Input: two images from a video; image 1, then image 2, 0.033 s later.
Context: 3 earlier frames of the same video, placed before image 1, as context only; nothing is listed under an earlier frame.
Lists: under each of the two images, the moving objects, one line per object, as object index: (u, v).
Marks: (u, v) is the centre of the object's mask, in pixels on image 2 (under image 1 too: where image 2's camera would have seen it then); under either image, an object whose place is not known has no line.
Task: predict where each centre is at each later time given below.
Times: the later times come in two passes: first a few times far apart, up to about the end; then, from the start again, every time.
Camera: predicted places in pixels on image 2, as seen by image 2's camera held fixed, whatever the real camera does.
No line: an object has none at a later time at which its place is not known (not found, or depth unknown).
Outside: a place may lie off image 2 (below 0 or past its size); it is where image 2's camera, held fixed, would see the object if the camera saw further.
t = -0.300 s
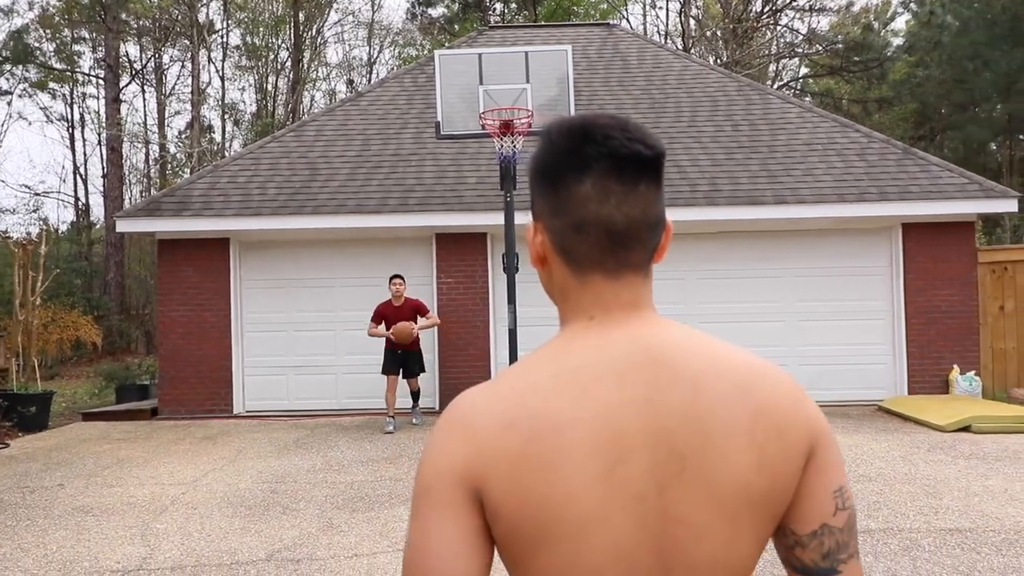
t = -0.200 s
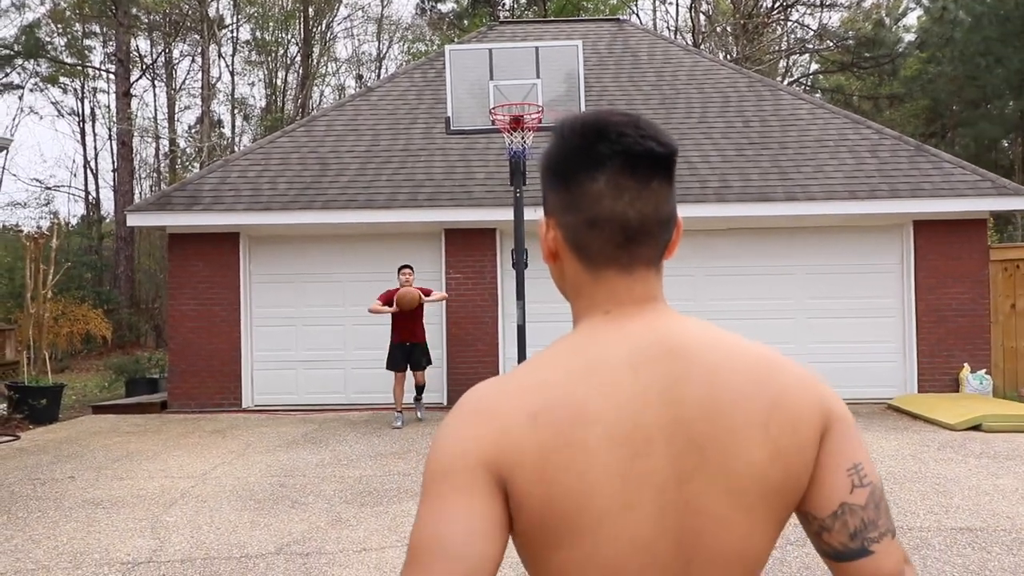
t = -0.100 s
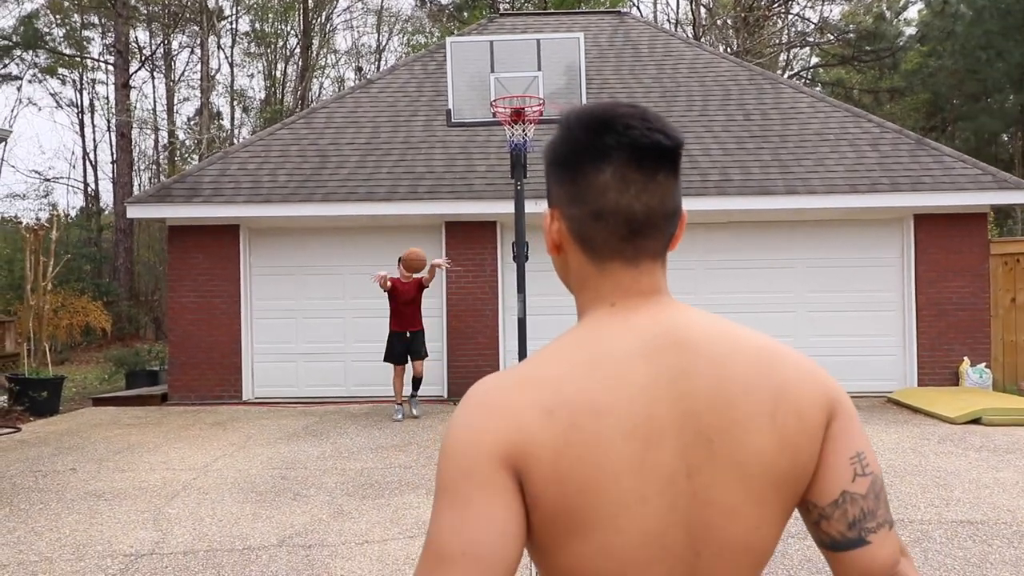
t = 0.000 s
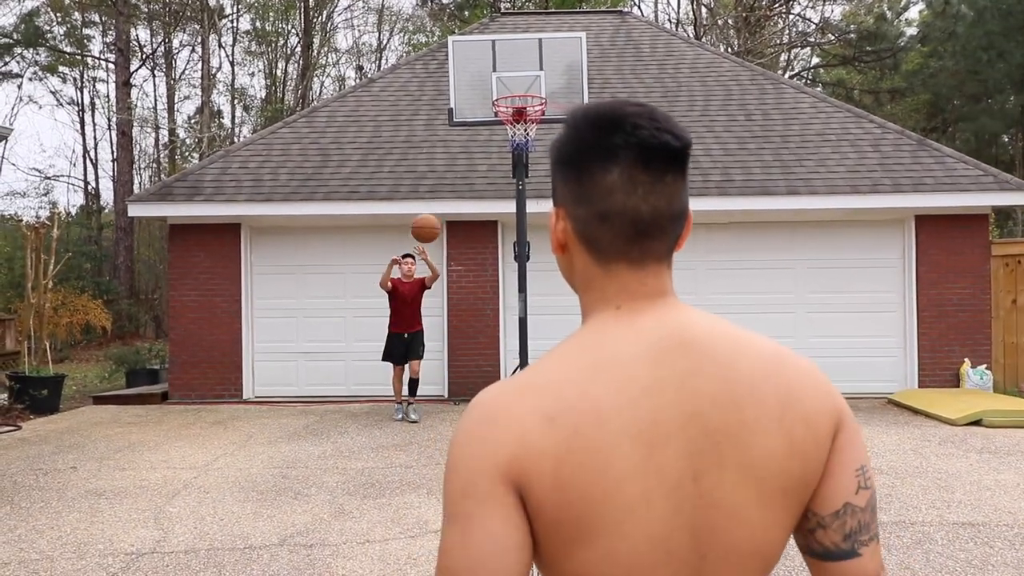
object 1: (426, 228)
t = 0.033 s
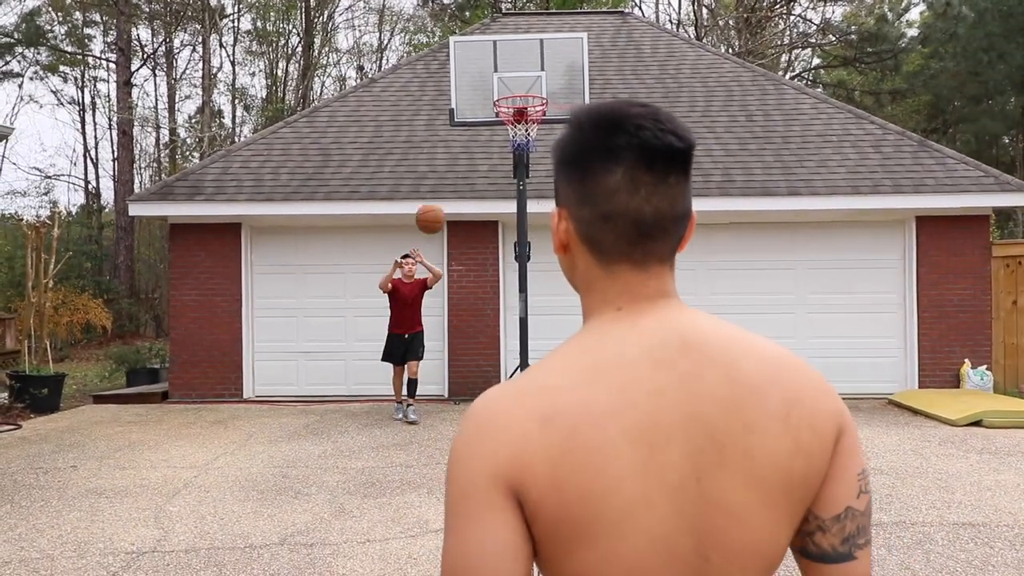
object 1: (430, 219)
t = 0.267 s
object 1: (479, 166)
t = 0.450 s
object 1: (561, 171)
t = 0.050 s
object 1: (432, 214)
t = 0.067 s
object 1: (435, 209)
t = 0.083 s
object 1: (438, 204)
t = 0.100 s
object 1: (440, 200)
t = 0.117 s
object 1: (444, 196)
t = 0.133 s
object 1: (447, 192)
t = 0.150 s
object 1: (450, 187)
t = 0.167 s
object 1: (453, 184)
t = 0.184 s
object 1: (457, 180)
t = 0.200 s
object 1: (461, 177)
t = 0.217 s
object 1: (465, 174)
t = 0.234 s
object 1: (469, 171)
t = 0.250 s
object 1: (474, 168)
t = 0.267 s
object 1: (479, 166)
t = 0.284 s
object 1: (484, 164)
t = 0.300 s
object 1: (489, 162)
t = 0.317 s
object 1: (495, 160)
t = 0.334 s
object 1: (501, 160)
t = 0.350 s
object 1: (507, 159)
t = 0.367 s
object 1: (513, 160)
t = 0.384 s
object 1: (522, 160)
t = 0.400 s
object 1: (529, 162)
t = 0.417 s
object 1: (539, 164)
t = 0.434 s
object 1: (550, 167)
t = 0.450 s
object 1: (561, 171)
